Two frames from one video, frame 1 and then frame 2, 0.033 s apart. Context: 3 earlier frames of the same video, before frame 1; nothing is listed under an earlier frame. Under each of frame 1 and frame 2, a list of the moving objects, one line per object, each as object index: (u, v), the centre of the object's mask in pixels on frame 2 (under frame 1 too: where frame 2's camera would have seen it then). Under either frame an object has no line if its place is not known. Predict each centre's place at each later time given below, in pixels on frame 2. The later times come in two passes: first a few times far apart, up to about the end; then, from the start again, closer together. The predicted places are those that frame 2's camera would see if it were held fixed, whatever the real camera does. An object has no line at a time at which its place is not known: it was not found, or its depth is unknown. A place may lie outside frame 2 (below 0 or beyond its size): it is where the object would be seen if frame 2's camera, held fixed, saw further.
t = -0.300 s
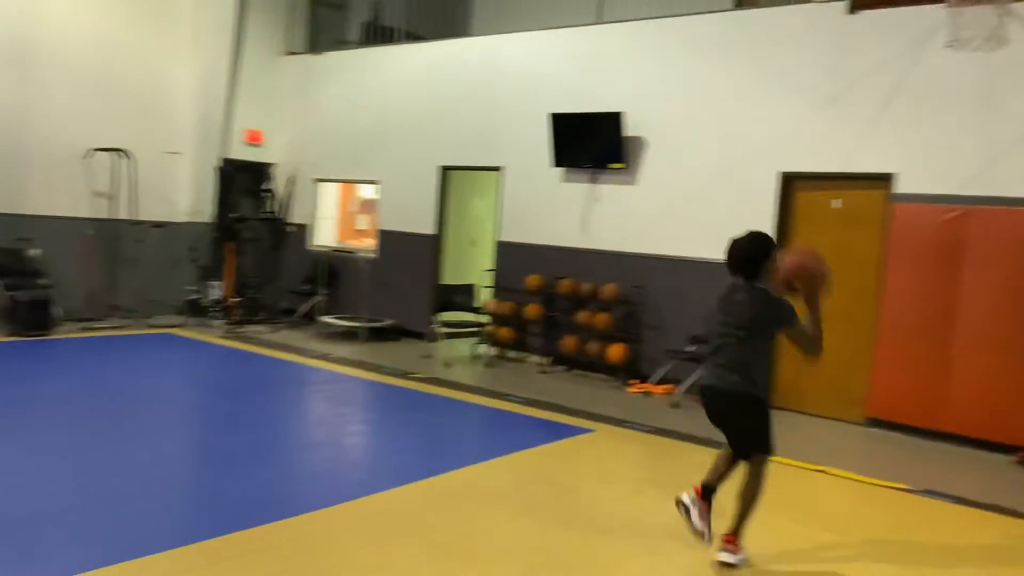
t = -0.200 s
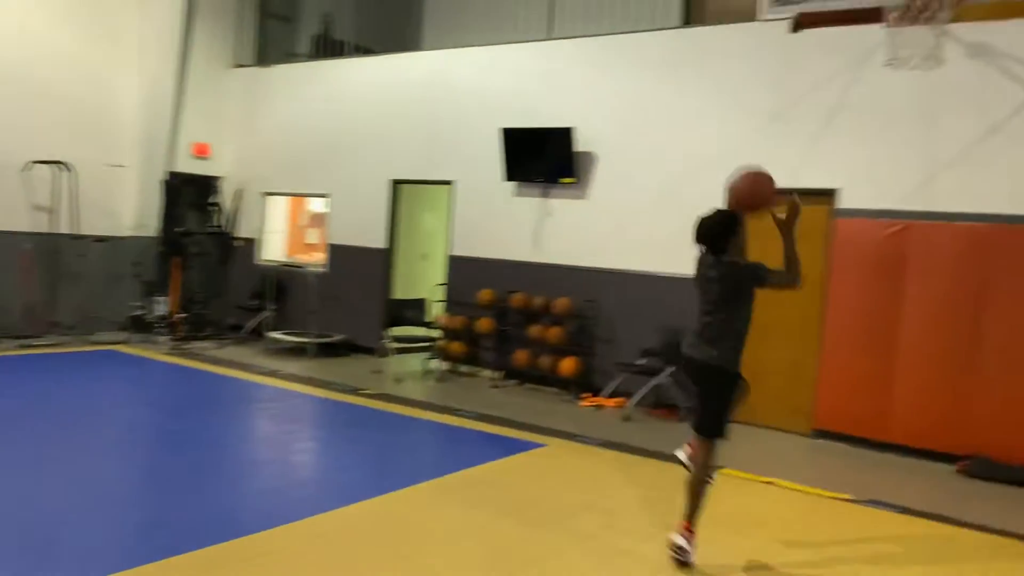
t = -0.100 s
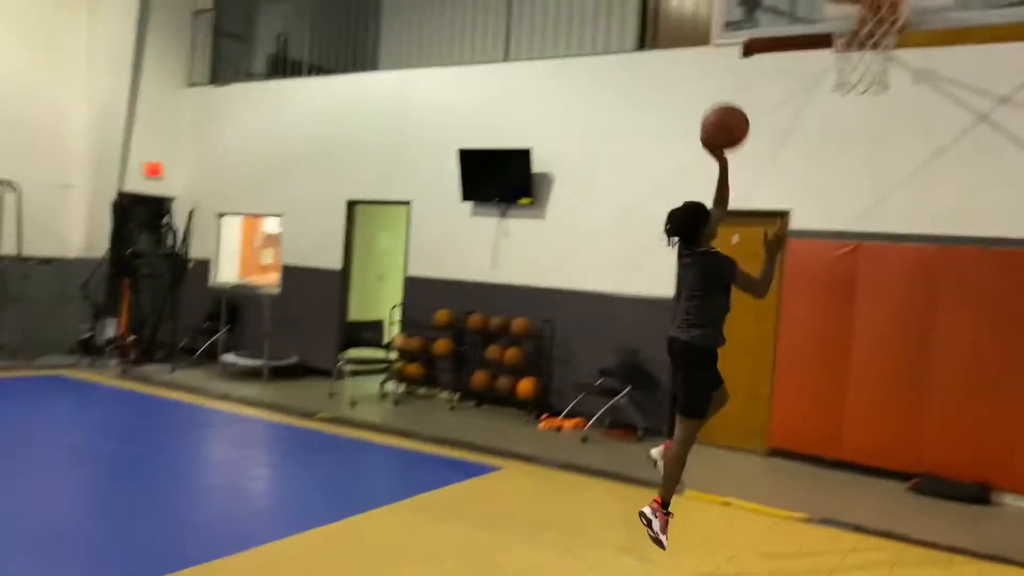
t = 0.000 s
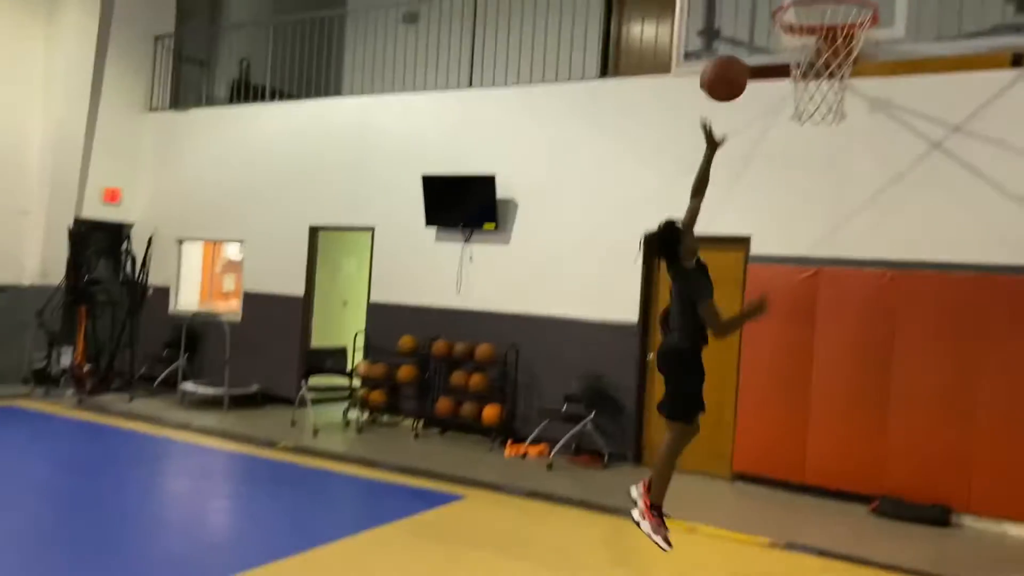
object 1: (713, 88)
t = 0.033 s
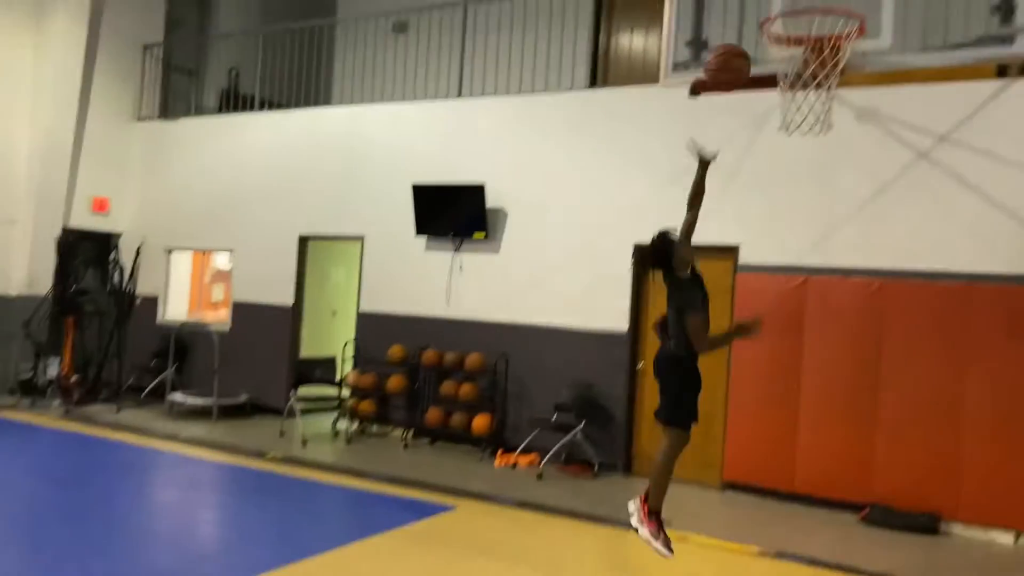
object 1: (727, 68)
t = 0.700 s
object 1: (813, 27)
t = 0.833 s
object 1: (804, 80)
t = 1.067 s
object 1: (806, 172)
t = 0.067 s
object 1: (741, 48)
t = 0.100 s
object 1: (749, 31)
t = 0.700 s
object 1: (813, 27)
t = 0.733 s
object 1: (812, 39)
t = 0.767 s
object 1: (809, 52)
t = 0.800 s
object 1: (814, 69)
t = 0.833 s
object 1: (804, 80)
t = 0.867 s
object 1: (803, 94)
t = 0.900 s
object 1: (805, 100)
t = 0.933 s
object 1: (805, 112)
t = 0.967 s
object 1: (805, 124)
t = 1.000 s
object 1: (805, 140)
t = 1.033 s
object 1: (806, 154)
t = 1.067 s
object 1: (806, 172)
